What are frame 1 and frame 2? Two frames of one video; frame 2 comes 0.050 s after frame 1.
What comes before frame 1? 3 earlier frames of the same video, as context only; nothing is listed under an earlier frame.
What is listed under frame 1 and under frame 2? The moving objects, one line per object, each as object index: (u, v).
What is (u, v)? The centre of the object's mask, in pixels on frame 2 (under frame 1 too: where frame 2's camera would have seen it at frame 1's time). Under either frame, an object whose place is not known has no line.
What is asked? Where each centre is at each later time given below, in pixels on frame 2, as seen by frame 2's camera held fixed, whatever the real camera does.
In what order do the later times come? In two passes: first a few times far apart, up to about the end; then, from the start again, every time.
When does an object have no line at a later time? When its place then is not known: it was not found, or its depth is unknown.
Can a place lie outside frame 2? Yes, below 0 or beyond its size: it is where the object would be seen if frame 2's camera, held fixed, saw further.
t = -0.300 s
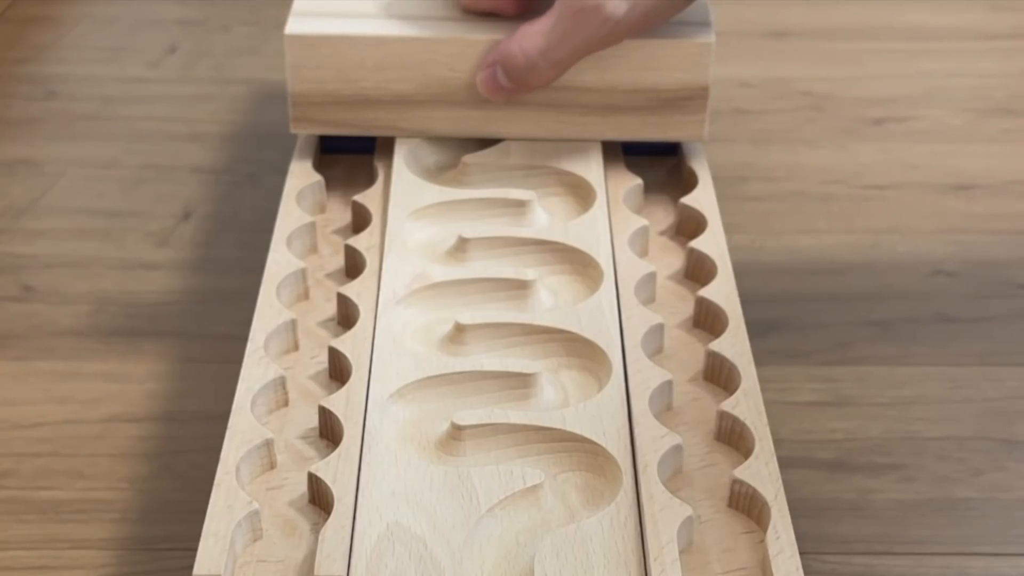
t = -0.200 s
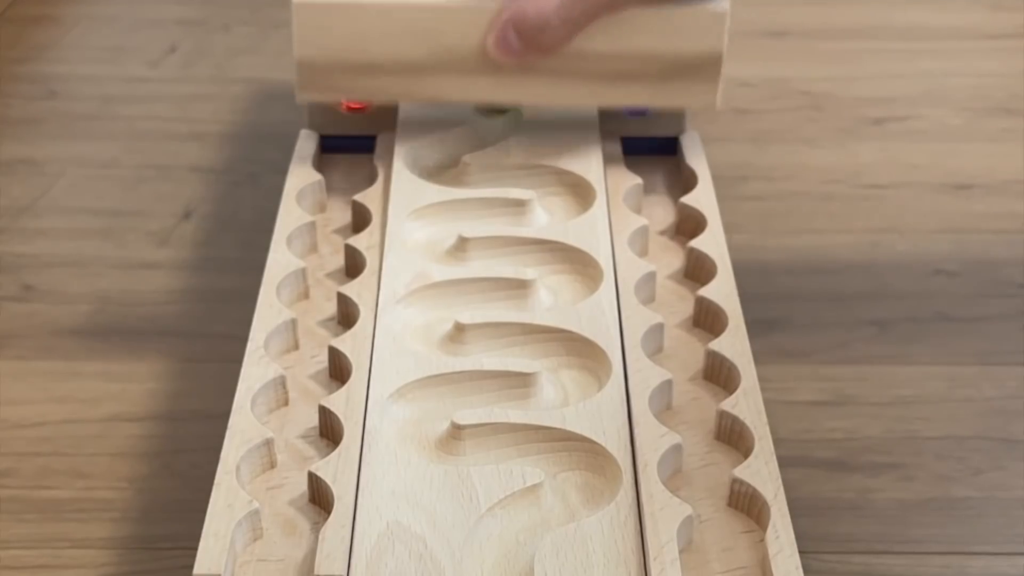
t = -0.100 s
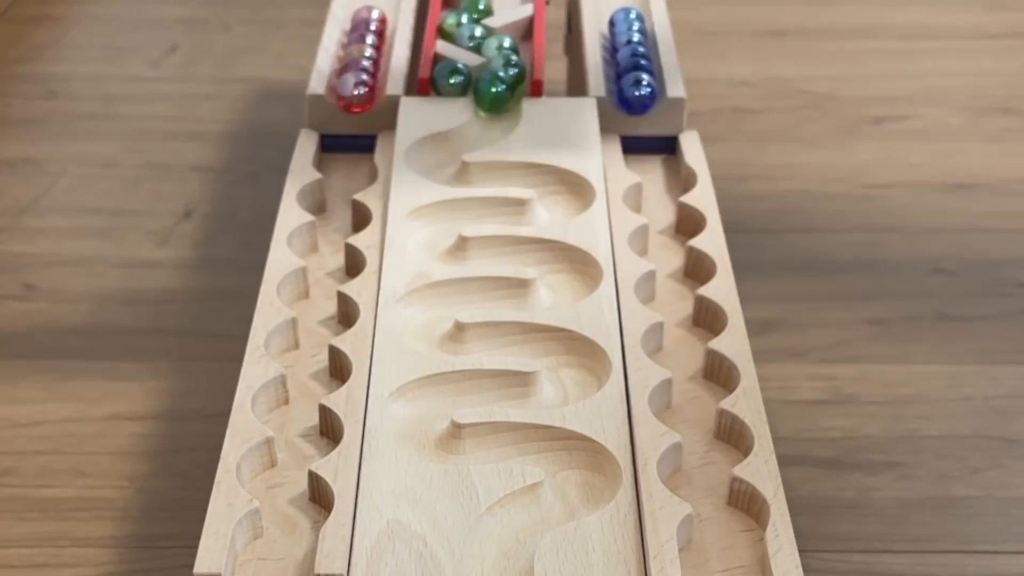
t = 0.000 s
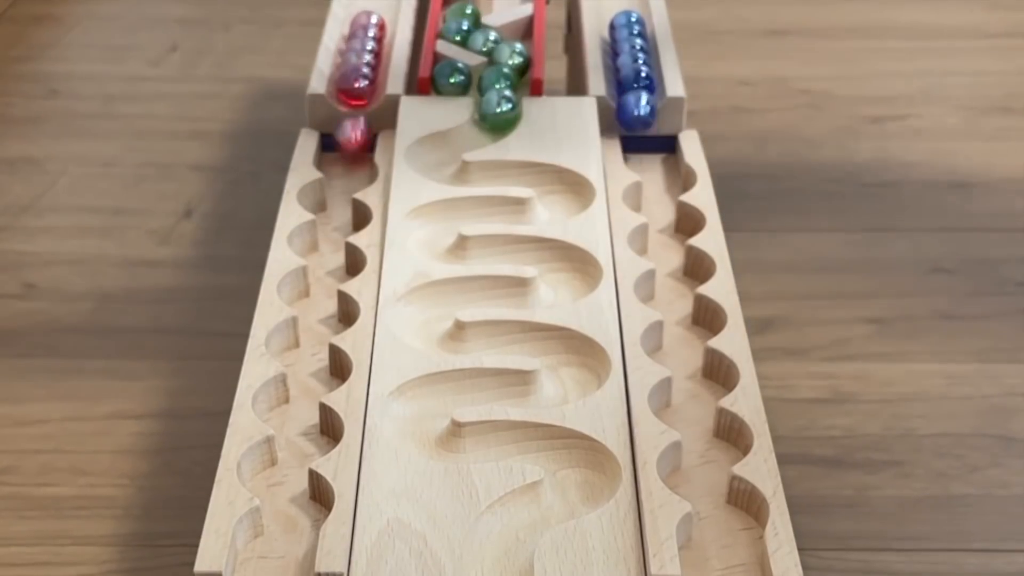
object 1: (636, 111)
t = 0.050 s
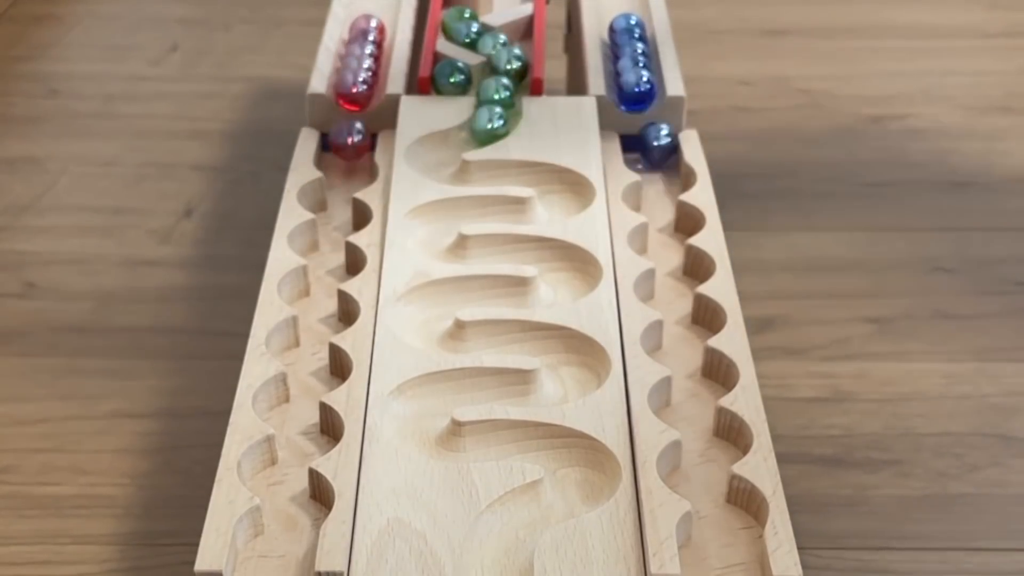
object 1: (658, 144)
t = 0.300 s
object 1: (666, 188)
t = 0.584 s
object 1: (678, 227)
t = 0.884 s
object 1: (680, 269)
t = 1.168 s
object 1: (665, 301)
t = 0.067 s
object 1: (657, 142)
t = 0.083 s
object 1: (651, 149)
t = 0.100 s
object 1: (648, 152)
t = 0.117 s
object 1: (647, 155)
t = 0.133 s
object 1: (647, 157)
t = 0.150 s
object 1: (647, 159)
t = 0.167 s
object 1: (647, 162)
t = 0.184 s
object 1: (647, 165)
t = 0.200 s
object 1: (648, 169)
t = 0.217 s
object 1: (649, 172)
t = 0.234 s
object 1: (651, 176)
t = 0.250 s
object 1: (654, 180)
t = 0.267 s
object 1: (658, 184)
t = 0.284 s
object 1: (662, 186)
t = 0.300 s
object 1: (666, 188)
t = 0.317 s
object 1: (670, 189)
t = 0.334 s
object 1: (668, 192)
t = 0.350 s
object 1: (665, 195)
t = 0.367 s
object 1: (661, 198)
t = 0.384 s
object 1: (660, 199)
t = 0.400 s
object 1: (654, 202)
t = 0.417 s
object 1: (650, 202)
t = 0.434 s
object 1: (649, 204)
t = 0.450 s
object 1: (653, 207)
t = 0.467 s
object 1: (654, 210)
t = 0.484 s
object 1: (655, 213)
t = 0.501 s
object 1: (656, 216)
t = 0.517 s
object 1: (660, 219)
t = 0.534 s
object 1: (664, 222)
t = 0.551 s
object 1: (668, 223)
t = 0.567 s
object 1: (673, 226)
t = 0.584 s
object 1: (678, 227)
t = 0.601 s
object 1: (678, 229)
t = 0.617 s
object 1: (676, 232)
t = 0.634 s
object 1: (674, 234)
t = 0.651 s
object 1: (670, 237)
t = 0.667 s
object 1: (669, 240)
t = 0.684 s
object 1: (665, 243)
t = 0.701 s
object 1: (662, 245)
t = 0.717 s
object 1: (658, 245)
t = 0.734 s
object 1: (654, 246)
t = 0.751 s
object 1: (655, 249)
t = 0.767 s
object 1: (658, 252)
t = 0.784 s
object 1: (660, 255)
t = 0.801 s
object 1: (661, 258)
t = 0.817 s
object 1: (664, 261)
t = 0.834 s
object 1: (667, 264)
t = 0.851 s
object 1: (672, 266)
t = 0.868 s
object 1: (677, 268)
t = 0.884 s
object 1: (680, 269)
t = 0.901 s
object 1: (686, 270)
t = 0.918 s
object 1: (689, 270)
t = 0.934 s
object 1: (687, 273)
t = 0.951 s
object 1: (686, 276)
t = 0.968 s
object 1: (686, 278)
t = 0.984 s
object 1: (684, 280)
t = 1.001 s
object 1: (683, 282)
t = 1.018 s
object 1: (678, 285)
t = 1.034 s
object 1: (676, 288)
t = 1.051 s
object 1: (672, 290)
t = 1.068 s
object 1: (669, 292)
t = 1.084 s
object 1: (666, 292)
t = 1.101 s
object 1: (662, 293)
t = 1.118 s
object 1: (660, 293)
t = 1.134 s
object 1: (661, 295)
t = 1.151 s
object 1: (662, 297)
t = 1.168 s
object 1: (665, 301)
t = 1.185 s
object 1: (666, 304)
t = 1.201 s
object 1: (670, 306)
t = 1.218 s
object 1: (673, 310)
